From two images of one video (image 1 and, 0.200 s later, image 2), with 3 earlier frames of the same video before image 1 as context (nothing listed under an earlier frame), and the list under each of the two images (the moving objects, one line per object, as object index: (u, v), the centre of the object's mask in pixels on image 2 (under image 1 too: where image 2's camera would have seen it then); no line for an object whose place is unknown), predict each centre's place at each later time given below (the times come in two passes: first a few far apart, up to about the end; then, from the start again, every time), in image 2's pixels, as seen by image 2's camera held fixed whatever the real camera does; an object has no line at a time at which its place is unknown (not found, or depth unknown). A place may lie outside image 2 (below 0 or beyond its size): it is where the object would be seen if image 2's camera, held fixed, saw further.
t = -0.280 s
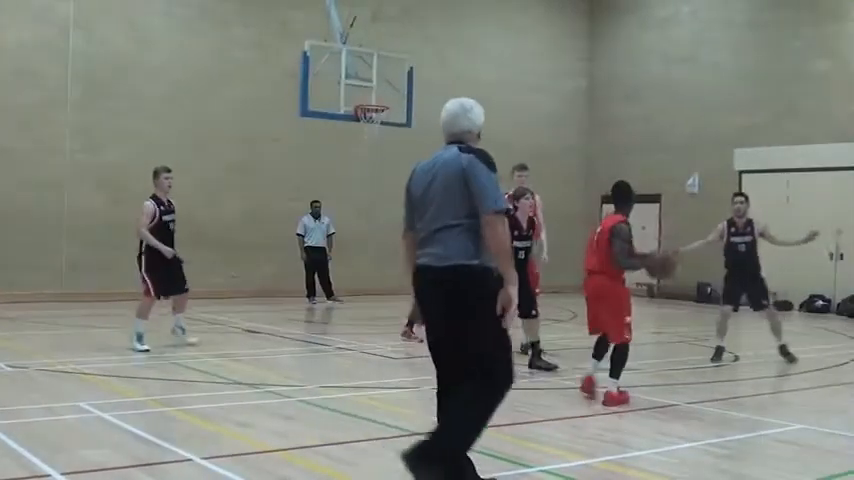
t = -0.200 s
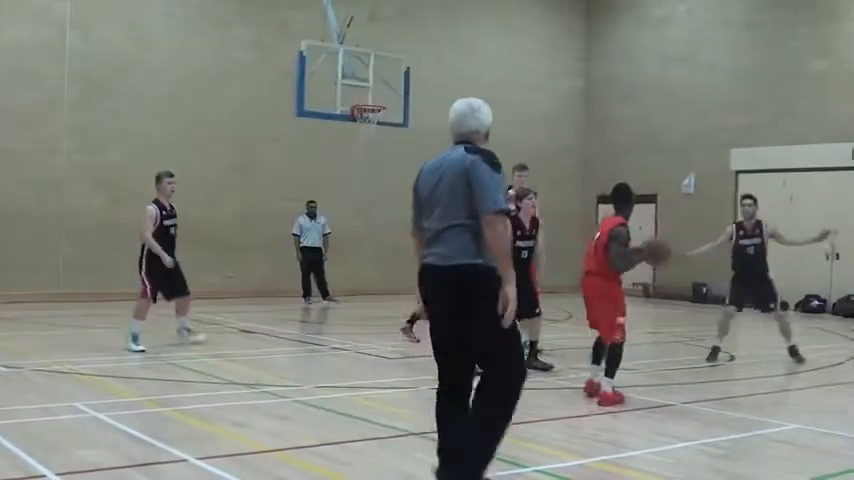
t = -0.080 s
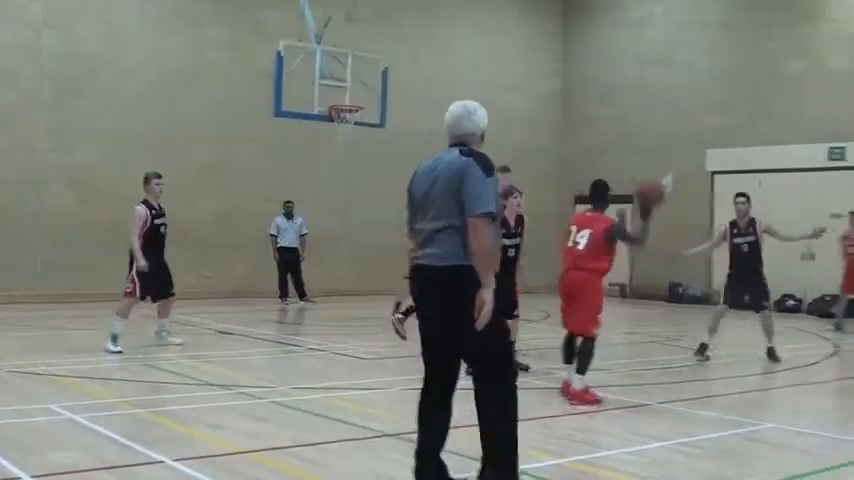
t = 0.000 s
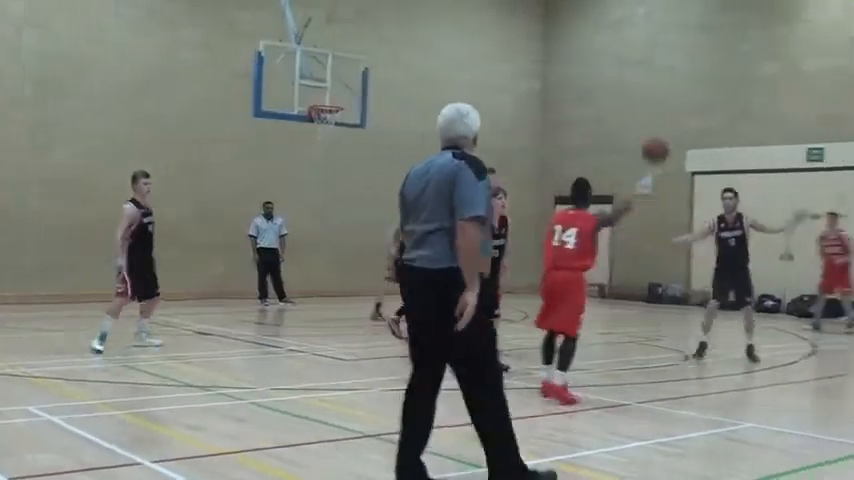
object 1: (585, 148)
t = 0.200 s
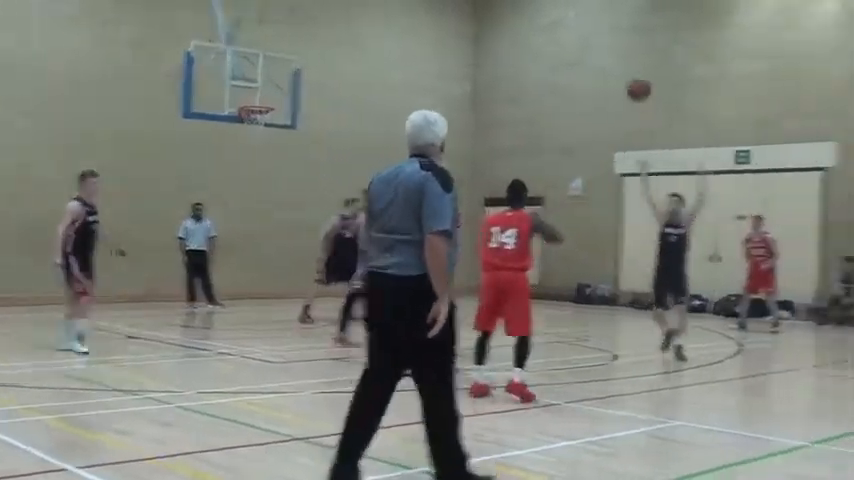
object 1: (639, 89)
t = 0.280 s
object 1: (654, 78)
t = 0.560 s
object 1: (696, 83)
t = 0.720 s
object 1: (716, 110)
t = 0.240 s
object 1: (647, 83)
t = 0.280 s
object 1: (654, 78)
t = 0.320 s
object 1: (661, 74)
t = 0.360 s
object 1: (666, 73)
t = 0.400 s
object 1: (672, 73)
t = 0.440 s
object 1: (678, 73)
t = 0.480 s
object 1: (684, 76)
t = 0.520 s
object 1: (690, 79)
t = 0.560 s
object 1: (696, 83)
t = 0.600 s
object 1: (702, 89)
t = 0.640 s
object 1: (707, 95)
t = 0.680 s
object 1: (712, 102)
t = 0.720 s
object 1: (716, 110)
